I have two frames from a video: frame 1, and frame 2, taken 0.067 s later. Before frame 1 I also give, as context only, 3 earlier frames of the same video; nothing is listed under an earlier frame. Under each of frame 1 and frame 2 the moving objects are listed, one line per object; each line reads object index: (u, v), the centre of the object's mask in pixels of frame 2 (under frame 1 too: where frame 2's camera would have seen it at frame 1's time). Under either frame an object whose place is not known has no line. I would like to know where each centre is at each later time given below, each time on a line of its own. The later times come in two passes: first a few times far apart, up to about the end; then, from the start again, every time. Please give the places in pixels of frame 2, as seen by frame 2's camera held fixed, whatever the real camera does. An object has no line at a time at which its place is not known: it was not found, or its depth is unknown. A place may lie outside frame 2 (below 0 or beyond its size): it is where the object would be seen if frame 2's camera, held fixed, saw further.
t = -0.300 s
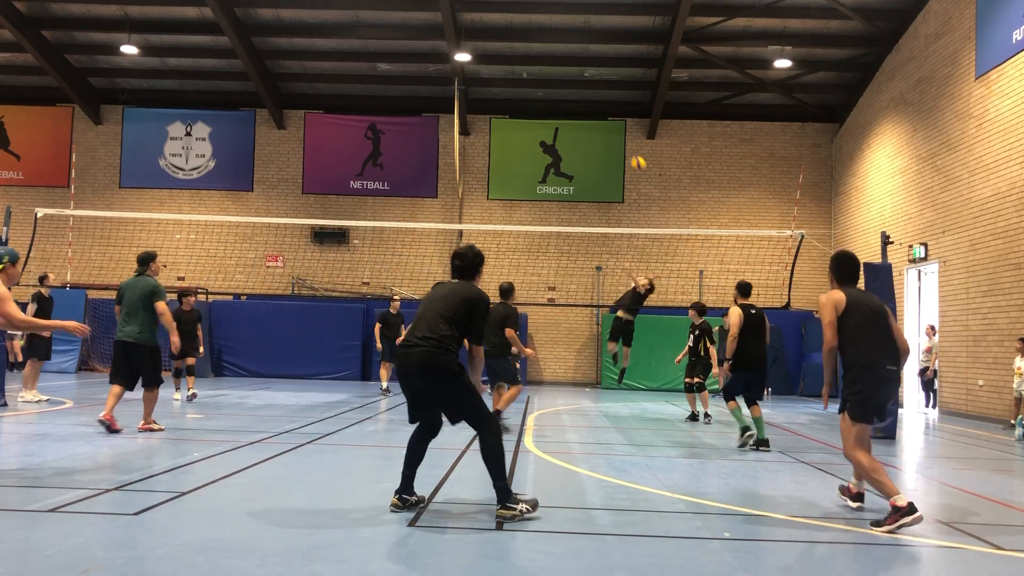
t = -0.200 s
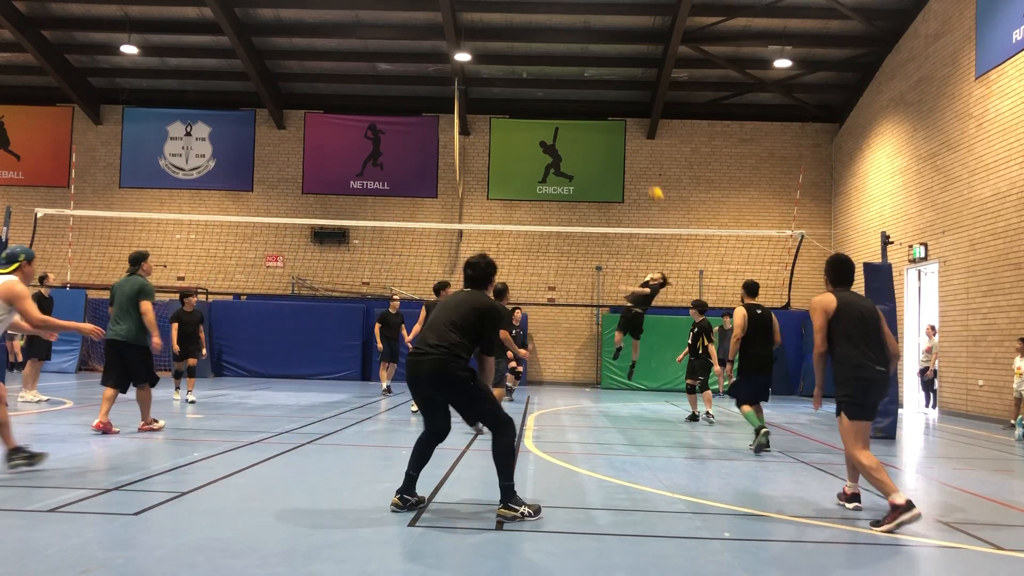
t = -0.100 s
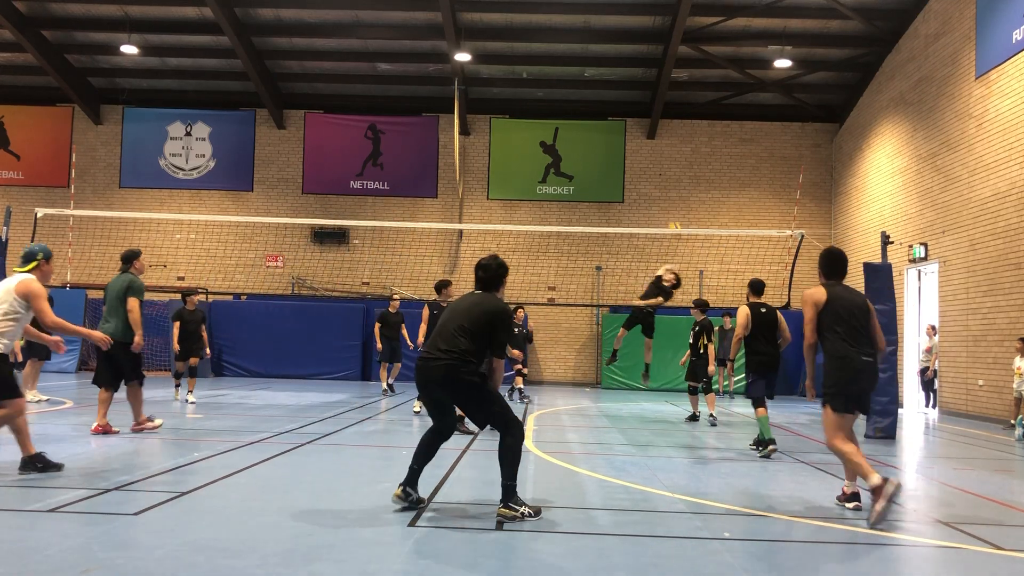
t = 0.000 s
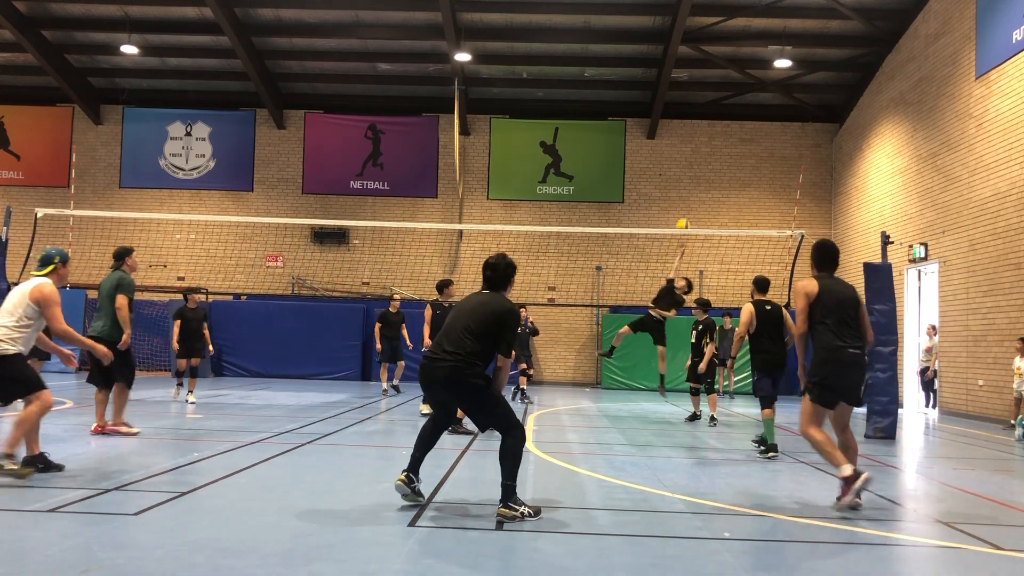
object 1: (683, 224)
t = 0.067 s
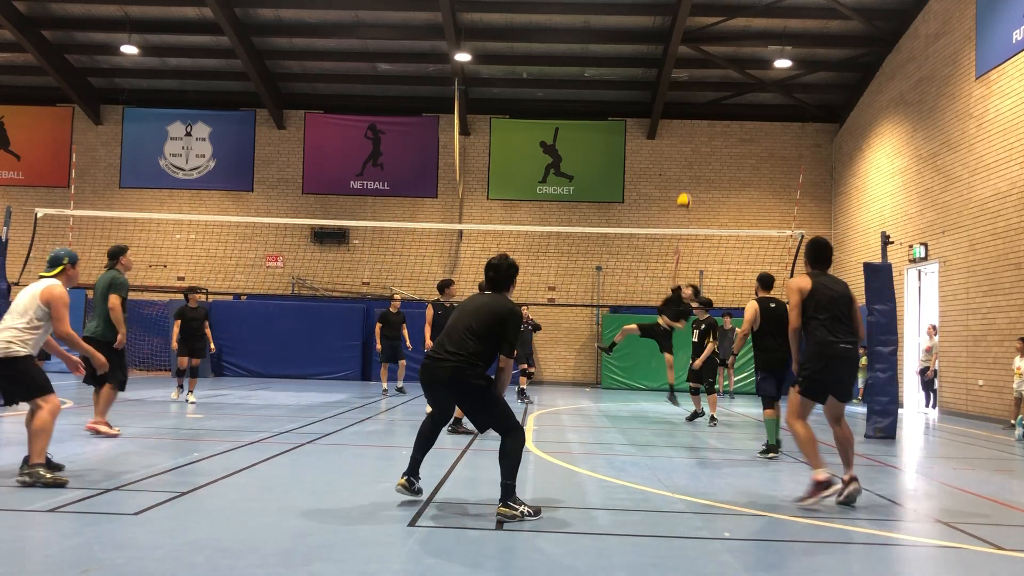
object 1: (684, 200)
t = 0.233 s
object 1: (687, 144)
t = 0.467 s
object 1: (687, 84)
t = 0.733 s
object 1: (680, 59)
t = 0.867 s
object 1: (670, 81)
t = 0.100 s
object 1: (685, 188)
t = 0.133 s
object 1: (685, 177)
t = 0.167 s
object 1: (686, 166)
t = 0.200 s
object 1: (686, 155)
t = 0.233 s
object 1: (687, 144)
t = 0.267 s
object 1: (687, 134)
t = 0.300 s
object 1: (688, 124)
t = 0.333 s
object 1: (688, 115)
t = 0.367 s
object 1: (688, 107)
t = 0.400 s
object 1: (688, 98)
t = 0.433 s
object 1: (688, 91)
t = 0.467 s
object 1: (687, 84)
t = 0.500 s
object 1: (687, 78)
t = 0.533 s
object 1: (686, 71)
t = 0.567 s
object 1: (686, 67)
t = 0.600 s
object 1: (685, 63)
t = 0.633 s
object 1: (684, 60)
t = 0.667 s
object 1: (682, 59)
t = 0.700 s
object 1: (681, 58)
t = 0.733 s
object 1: (680, 59)
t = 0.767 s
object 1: (678, 62)
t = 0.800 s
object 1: (676, 66)
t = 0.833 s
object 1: (673, 72)
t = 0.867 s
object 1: (670, 81)
